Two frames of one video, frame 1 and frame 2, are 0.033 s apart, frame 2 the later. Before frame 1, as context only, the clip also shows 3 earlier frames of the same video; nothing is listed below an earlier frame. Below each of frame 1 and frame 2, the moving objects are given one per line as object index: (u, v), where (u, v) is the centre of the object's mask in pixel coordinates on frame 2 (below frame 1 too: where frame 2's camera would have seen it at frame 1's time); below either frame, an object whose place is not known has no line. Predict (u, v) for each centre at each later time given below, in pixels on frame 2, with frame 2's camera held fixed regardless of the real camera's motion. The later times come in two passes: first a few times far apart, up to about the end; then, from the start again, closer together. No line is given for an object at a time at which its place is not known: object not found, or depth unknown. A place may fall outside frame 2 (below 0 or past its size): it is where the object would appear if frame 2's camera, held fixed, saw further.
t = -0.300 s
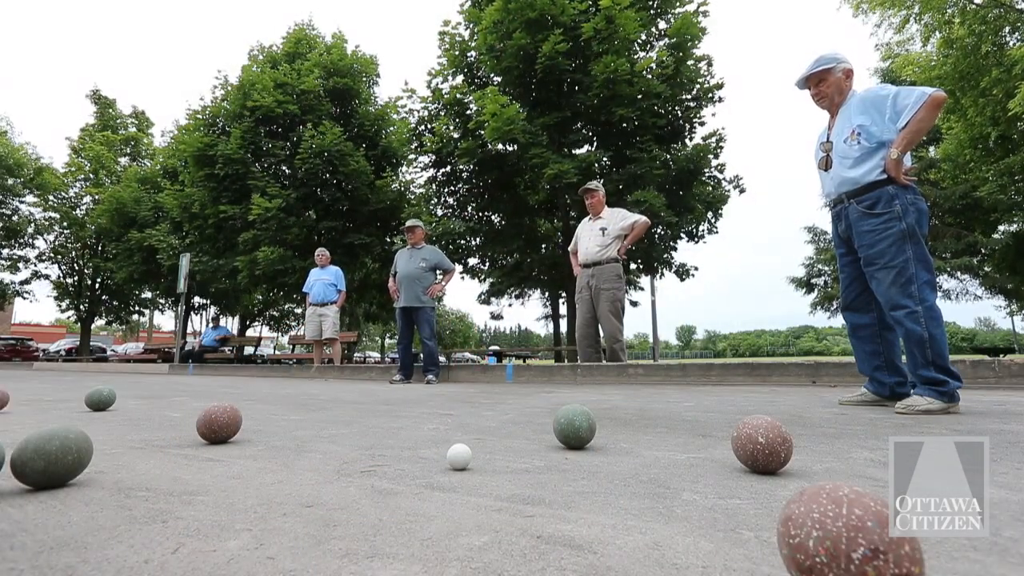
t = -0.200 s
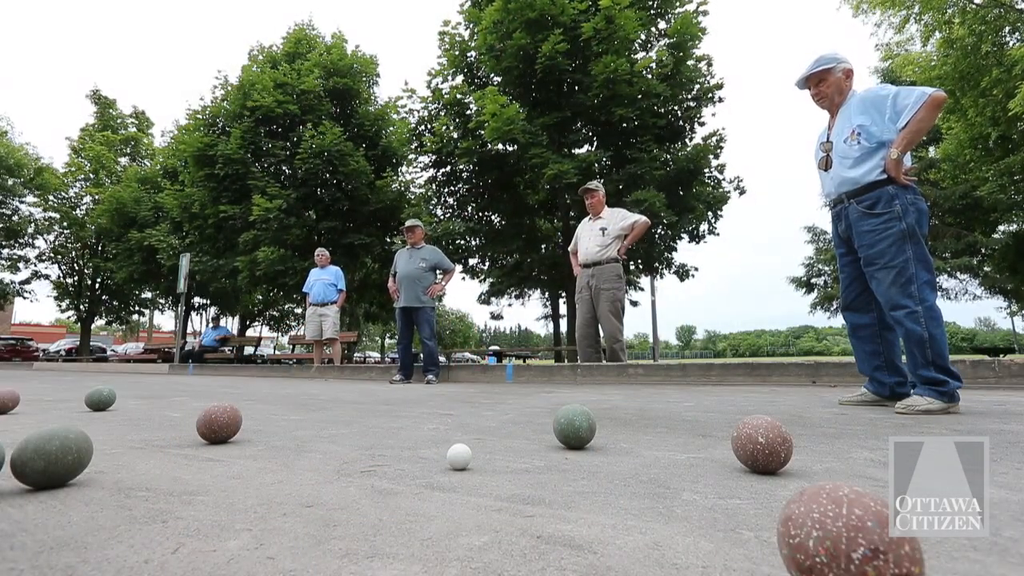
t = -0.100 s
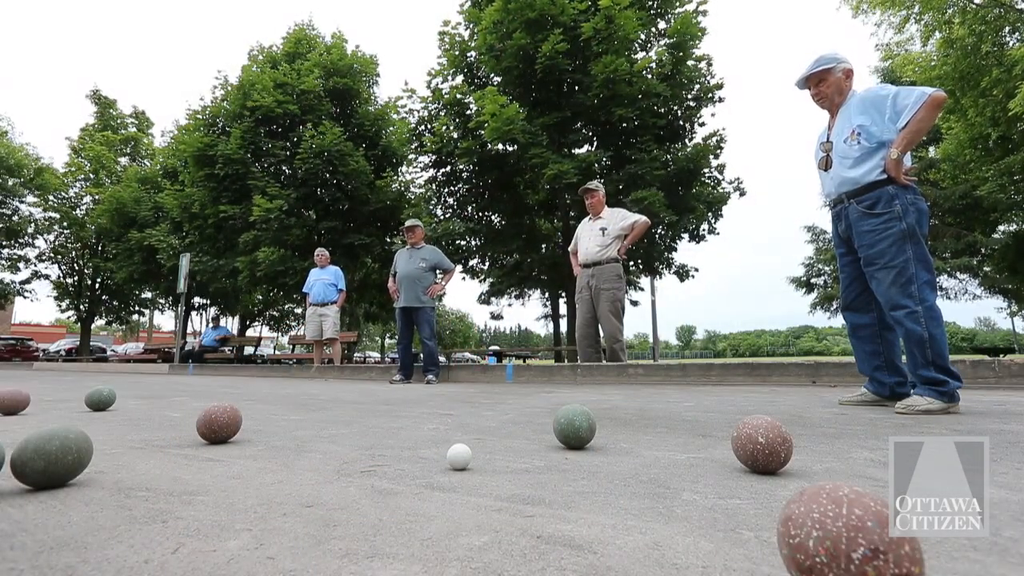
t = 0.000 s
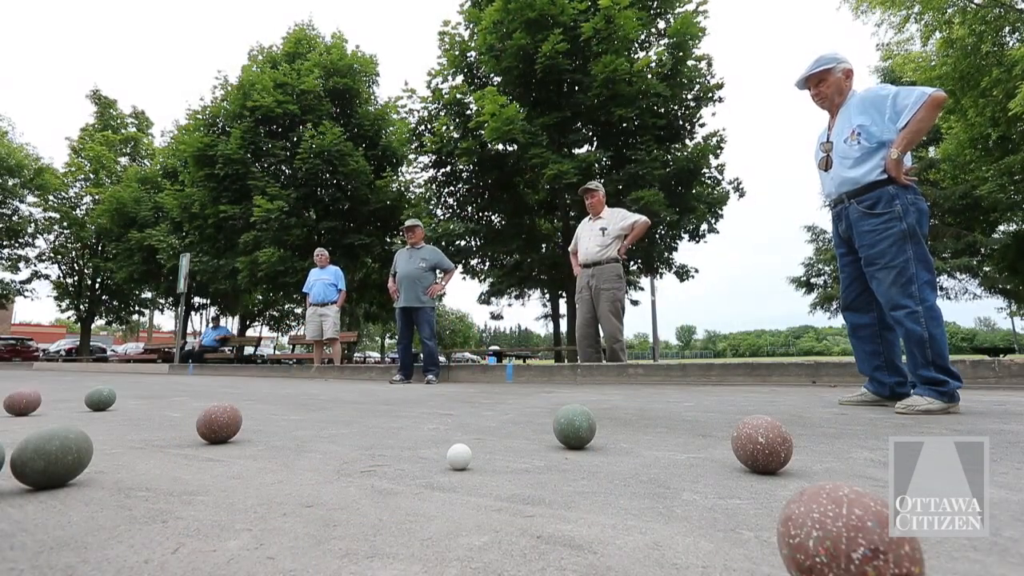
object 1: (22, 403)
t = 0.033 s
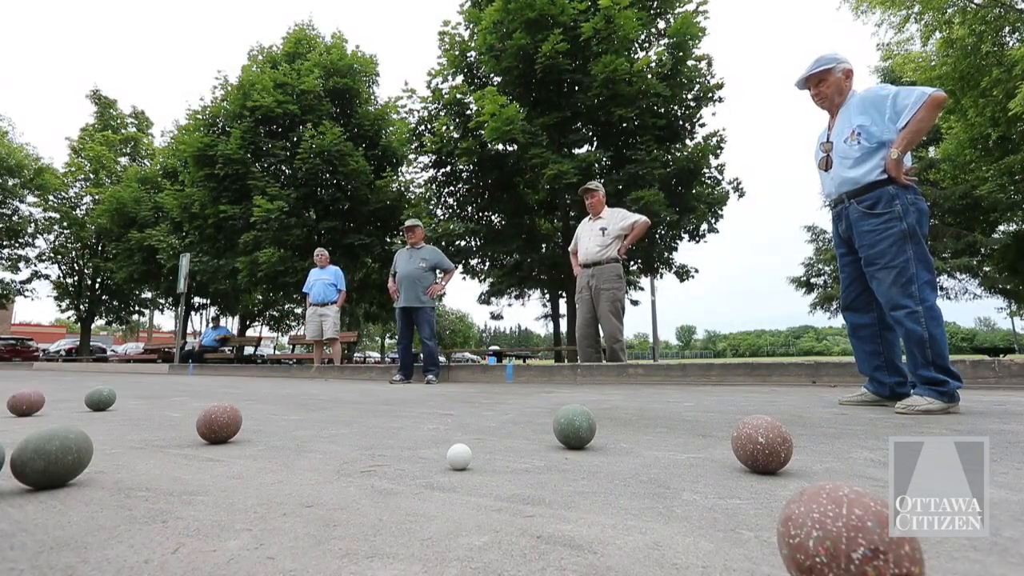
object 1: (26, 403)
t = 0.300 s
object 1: (55, 405)
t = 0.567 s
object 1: (84, 406)
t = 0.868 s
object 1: (116, 408)
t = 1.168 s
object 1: (148, 410)
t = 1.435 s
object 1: (173, 411)
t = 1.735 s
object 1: (194, 410)
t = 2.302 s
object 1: (248, 412)
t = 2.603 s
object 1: (259, 416)
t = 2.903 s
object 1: (273, 417)
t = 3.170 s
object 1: (283, 418)
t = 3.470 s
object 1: (290, 418)
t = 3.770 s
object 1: (297, 419)
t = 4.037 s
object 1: (301, 419)
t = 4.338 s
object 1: (300, 418)
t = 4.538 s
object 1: (302, 418)
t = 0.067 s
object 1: (29, 403)
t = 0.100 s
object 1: (33, 403)
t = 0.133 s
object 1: (37, 403)
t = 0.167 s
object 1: (40, 403)
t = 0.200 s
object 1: (44, 404)
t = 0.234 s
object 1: (47, 404)
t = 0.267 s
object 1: (51, 404)
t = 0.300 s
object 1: (55, 405)
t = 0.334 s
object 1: (58, 405)
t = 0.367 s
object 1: (62, 405)
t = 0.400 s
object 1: (65, 405)
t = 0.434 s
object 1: (69, 405)
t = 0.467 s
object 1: (73, 405)
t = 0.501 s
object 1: (76, 406)
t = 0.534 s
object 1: (80, 406)
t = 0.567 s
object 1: (84, 406)
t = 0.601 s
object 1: (87, 406)
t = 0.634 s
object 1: (90, 406)
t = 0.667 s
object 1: (95, 407)
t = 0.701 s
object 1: (98, 406)
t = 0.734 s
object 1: (102, 407)
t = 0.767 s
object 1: (106, 407)
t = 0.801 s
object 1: (109, 407)
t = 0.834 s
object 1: (113, 407)
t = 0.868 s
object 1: (116, 408)
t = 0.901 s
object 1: (120, 408)
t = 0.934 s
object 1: (123, 408)
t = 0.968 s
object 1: (126, 409)
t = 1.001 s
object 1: (130, 409)
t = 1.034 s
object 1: (134, 409)
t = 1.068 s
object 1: (137, 409)
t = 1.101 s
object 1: (141, 409)
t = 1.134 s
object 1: (144, 409)
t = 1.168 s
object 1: (148, 410)
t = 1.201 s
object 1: (151, 409)
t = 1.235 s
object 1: (154, 410)
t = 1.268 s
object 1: (158, 410)
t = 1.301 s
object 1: (161, 411)
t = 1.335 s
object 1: (164, 411)
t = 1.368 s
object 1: (167, 411)
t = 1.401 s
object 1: (170, 411)
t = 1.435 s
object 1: (173, 411)
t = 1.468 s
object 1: (176, 411)
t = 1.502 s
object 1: (179, 411)
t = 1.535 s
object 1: (182, 411)
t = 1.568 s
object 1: (184, 411)
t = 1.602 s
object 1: (186, 411)
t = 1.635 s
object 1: (188, 411)
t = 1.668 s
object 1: (190, 411)
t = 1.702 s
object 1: (191, 410)
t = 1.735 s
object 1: (194, 410)
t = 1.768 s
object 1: (195, 409)
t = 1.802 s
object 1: (197, 409)
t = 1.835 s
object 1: (199, 408)
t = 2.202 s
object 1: (244, 411)
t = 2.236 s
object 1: (245, 411)
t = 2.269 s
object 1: (246, 412)
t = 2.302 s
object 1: (248, 412)
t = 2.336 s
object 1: (249, 413)
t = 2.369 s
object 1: (250, 414)
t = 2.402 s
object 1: (252, 414)
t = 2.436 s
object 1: (253, 415)
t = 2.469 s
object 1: (254, 415)
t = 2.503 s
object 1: (255, 415)
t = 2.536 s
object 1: (257, 415)
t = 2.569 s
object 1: (258, 416)
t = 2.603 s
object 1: (259, 416)
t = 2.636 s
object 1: (260, 416)
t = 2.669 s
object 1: (262, 416)
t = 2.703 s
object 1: (264, 416)
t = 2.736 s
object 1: (265, 416)
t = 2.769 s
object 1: (267, 416)
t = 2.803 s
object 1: (268, 416)
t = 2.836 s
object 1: (270, 416)
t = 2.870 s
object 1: (272, 416)
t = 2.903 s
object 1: (273, 417)
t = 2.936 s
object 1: (275, 417)
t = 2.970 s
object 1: (276, 417)
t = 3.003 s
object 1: (277, 417)
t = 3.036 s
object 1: (278, 417)
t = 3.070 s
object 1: (280, 417)
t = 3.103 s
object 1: (281, 418)
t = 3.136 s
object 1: (282, 418)
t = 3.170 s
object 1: (283, 418)
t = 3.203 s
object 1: (284, 418)
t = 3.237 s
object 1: (285, 417)
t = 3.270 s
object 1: (285, 418)
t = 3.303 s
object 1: (286, 418)
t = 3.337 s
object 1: (287, 418)
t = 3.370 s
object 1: (288, 418)
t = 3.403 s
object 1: (289, 418)
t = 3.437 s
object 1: (290, 418)
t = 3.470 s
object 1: (290, 418)
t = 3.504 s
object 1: (291, 418)
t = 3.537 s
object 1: (292, 418)
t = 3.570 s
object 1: (292, 418)
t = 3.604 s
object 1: (293, 419)
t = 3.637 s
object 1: (294, 419)
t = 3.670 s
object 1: (294, 419)
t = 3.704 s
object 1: (295, 419)
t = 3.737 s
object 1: (296, 419)
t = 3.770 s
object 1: (297, 419)
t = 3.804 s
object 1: (298, 419)
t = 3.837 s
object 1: (299, 419)
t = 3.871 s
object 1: (300, 419)
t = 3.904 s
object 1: (301, 419)
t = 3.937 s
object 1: (301, 419)
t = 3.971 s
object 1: (301, 419)
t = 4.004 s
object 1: (301, 419)
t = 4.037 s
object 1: (301, 419)
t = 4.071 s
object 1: (301, 419)
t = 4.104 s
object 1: (301, 419)
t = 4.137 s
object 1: (301, 419)
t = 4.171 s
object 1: (301, 419)
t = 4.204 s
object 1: (300, 419)
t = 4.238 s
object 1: (300, 418)
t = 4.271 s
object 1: (300, 418)
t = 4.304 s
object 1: (300, 418)
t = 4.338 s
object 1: (300, 418)
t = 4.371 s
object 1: (300, 418)
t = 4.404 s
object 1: (301, 418)
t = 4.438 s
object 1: (301, 418)
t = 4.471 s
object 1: (301, 418)
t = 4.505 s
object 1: (302, 418)
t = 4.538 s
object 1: (302, 418)
